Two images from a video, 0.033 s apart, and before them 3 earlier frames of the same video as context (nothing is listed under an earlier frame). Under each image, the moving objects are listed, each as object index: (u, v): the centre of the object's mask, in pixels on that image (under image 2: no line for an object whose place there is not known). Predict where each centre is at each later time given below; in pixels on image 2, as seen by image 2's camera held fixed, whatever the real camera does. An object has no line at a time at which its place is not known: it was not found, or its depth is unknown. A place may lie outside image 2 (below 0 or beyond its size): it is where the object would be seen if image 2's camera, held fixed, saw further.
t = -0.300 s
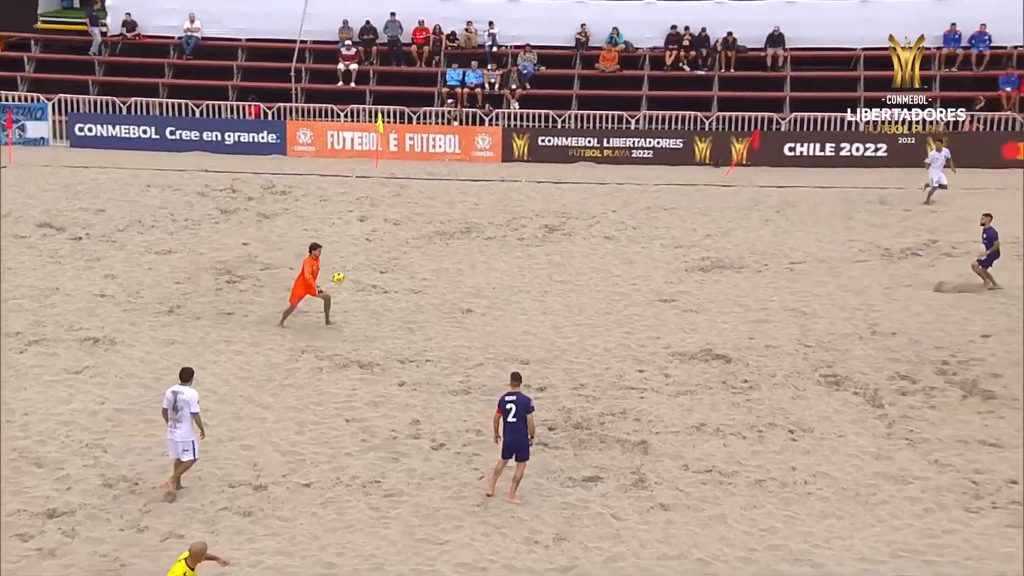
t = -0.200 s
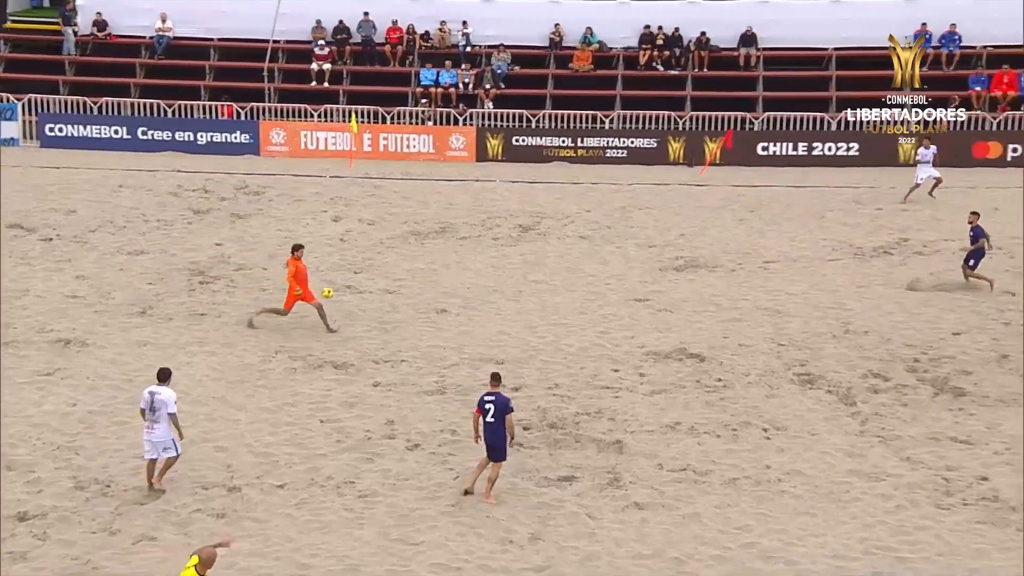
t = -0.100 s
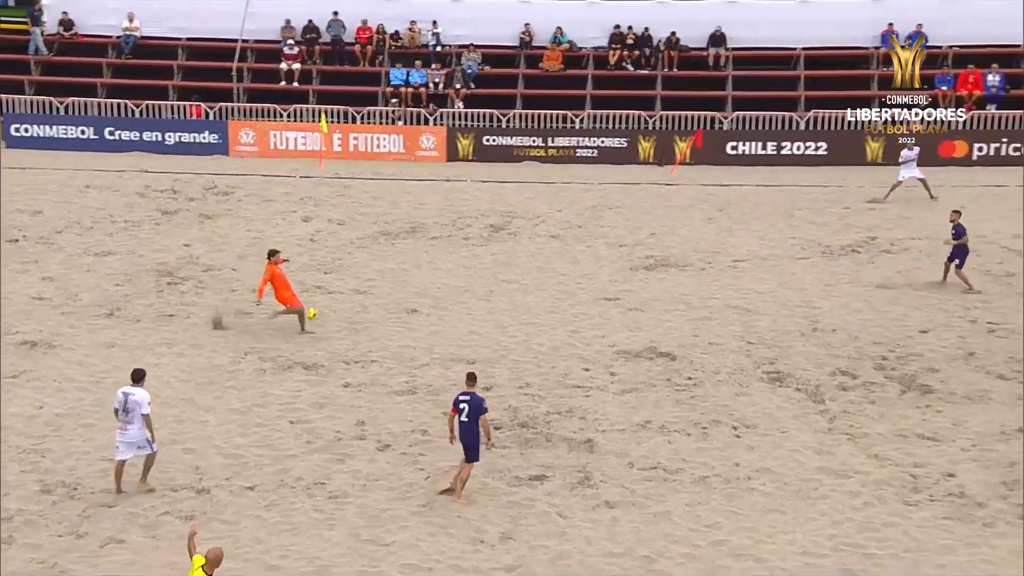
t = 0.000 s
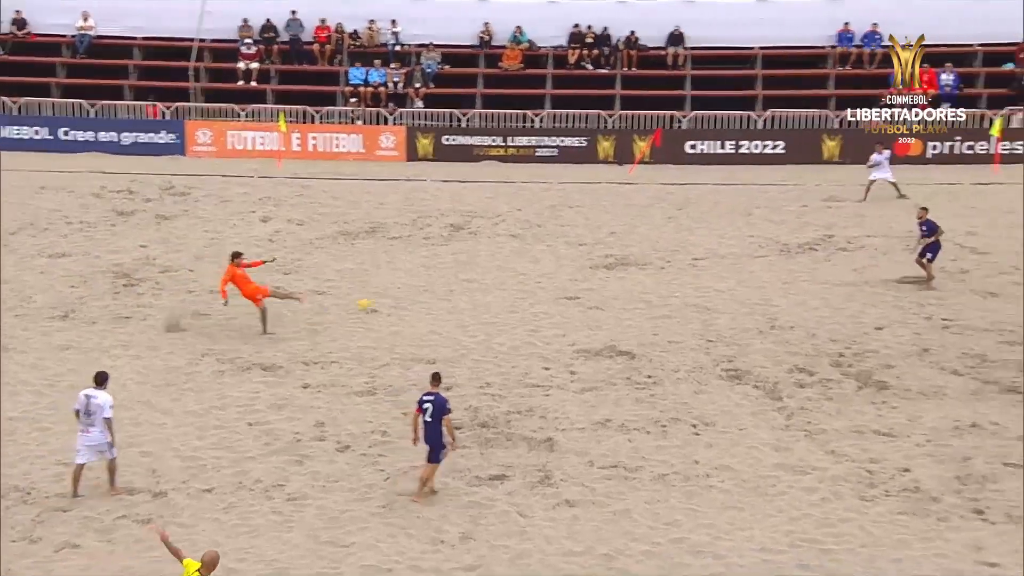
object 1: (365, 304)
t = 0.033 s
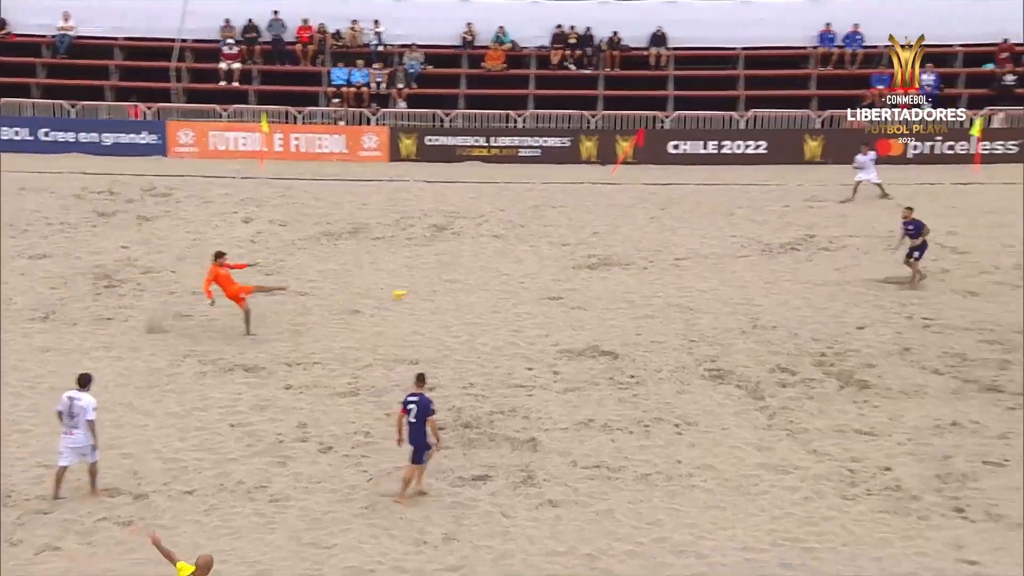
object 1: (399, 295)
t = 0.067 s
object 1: (448, 284)
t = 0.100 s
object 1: (497, 275)
